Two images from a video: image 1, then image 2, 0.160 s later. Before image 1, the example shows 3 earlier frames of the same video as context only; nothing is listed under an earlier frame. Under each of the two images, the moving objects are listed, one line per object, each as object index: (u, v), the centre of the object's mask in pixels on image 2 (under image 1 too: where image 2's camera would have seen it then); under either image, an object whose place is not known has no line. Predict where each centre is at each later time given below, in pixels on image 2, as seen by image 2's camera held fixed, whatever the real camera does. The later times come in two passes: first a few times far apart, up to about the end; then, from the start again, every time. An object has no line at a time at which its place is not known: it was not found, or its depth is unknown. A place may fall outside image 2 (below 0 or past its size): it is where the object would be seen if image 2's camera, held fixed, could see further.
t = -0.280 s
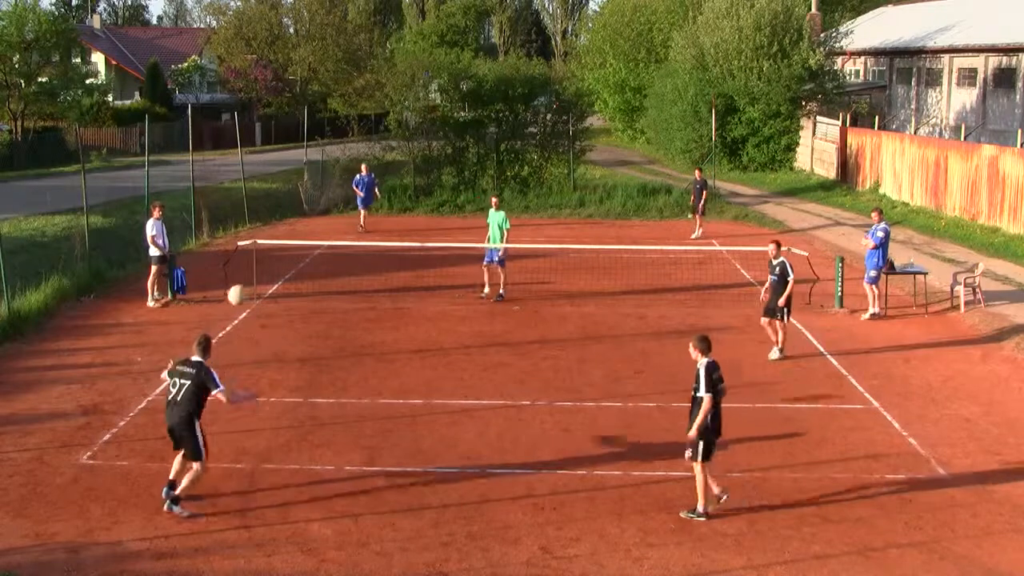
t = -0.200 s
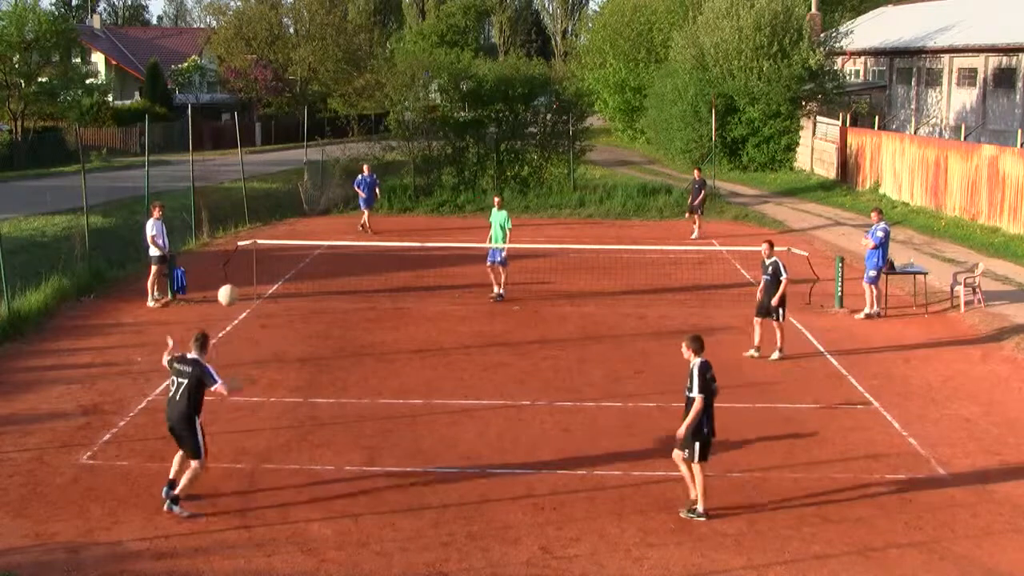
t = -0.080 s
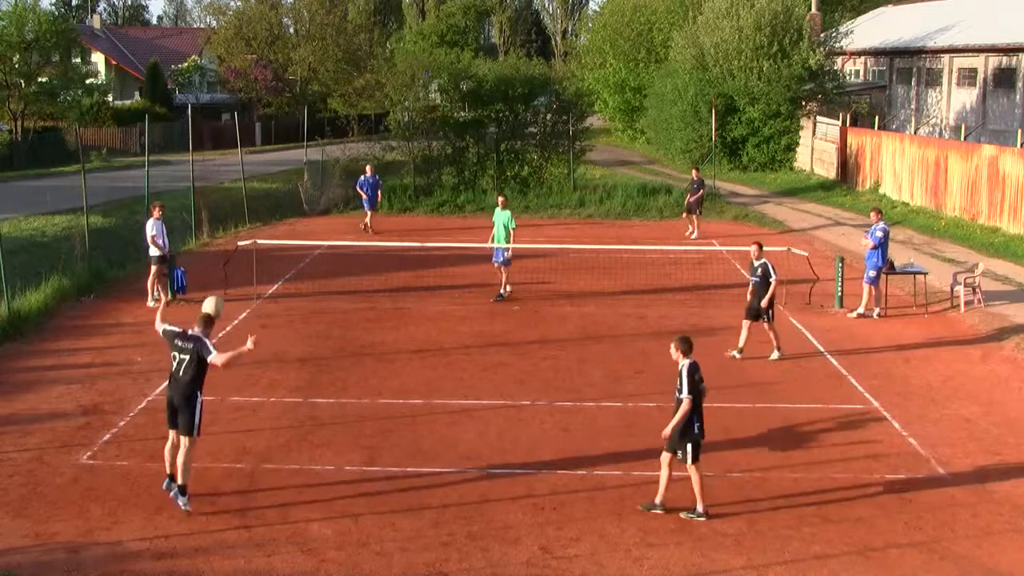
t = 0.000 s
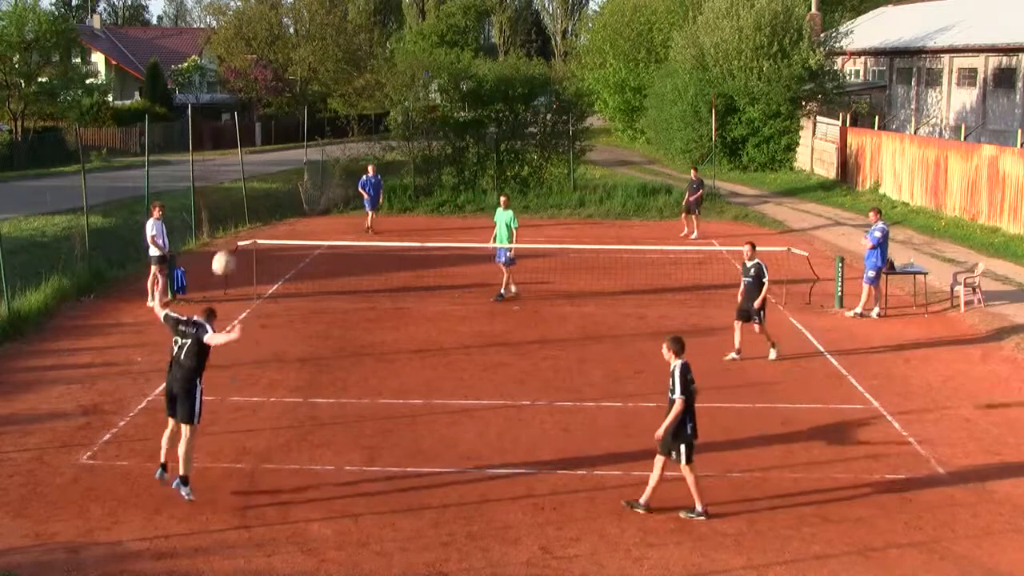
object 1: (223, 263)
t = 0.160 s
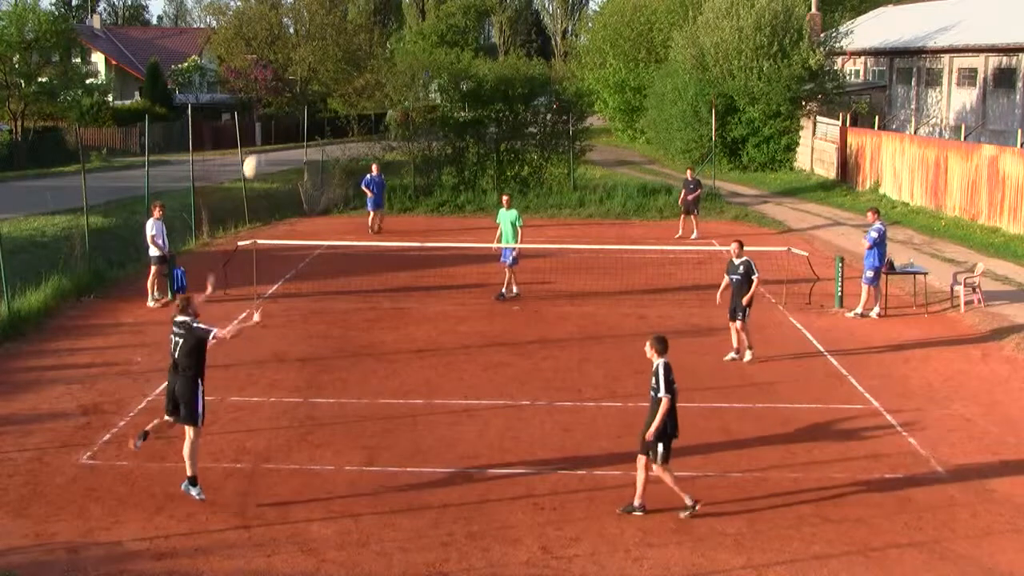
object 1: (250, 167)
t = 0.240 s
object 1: (269, 129)
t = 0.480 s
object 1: (314, 56)
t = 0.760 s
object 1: (363, 43)
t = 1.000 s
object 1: (400, 88)
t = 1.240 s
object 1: (439, 179)
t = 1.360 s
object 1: (455, 239)
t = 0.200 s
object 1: (262, 147)
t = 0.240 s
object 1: (269, 129)
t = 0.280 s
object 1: (277, 113)
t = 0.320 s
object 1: (284, 99)
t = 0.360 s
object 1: (292, 86)
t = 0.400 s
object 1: (298, 75)
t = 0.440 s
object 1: (307, 65)
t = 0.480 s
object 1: (314, 56)
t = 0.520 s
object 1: (321, 50)
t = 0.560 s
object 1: (328, 45)
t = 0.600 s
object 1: (335, 41)
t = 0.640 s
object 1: (342, 40)
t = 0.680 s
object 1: (350, 40)
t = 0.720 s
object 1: (356, 41)
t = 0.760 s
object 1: (363, 43)
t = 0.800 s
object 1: (370, 48)
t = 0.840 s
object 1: (376, 53)
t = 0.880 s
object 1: (382, 60)
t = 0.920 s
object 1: (388, 67)
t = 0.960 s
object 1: (396, 77)
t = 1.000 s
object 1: (400, 88)
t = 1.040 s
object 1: (406, 100)
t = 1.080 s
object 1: (414, 114)
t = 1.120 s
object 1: (422, 129)
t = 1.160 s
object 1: (426, 144)
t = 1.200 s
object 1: (434, 162)
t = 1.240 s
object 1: (439, 179)
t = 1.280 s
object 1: (444, 197)
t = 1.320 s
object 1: (451, 218)
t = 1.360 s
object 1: (455, 239)
